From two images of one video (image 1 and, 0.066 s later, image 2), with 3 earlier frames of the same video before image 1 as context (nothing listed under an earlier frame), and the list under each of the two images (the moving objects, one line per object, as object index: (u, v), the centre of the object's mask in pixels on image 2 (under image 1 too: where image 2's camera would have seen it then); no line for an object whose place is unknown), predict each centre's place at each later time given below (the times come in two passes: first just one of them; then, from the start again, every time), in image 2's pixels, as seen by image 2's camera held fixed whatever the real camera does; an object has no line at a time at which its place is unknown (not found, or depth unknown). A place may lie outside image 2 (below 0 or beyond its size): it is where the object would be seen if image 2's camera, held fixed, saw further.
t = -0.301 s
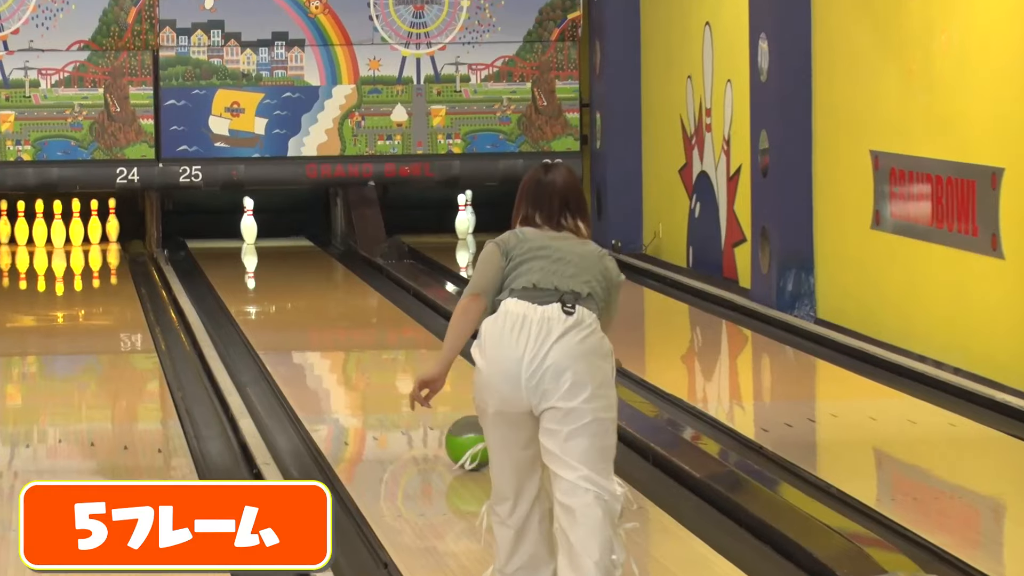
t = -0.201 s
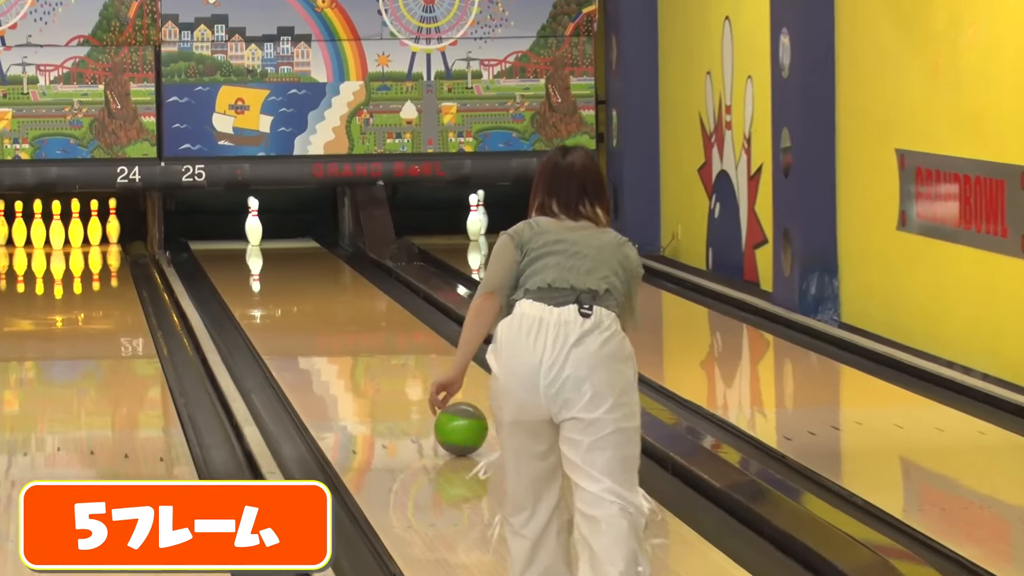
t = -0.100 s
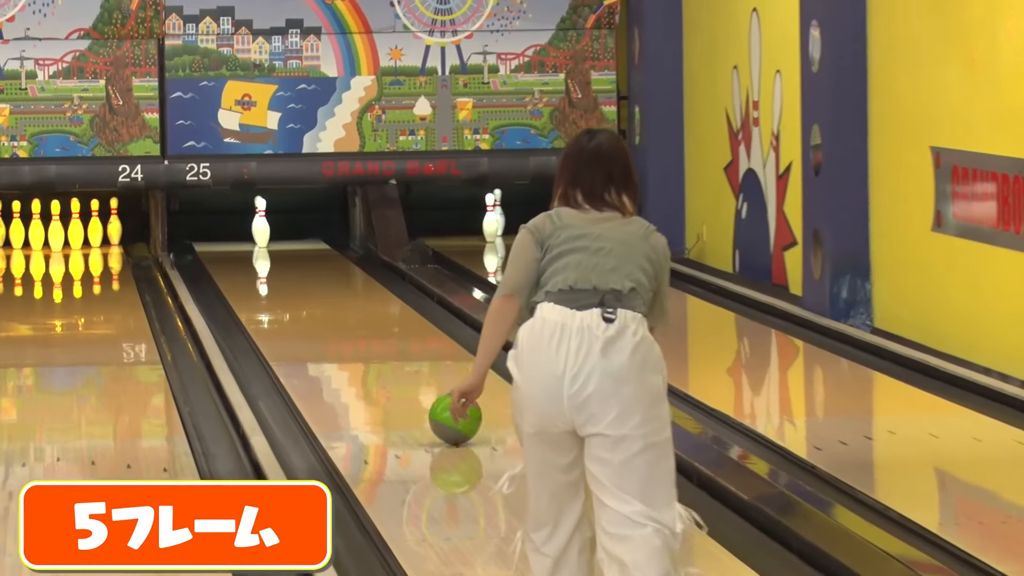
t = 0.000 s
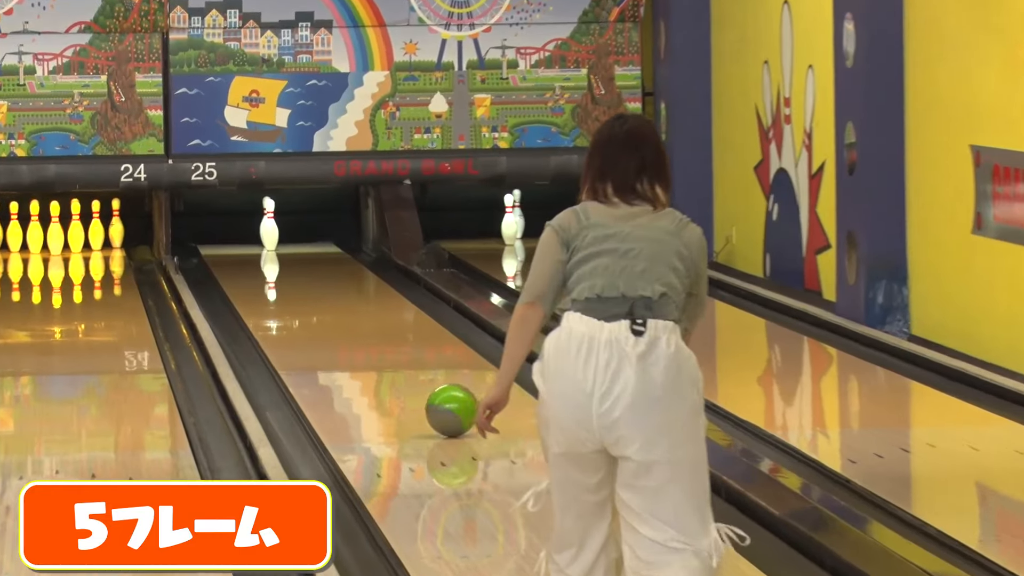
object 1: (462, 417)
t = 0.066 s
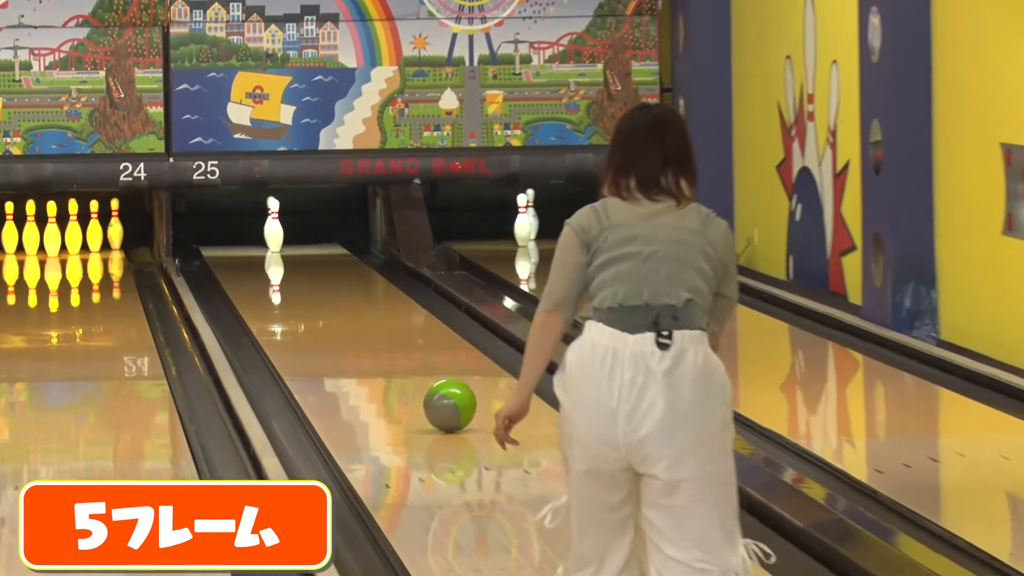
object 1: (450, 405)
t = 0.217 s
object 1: (424, 379)
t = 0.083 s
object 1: (447, 402)
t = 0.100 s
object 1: (444, 399)
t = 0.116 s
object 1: (441, 396)
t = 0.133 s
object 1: (438, 393)
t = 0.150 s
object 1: (435, 391)
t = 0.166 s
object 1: (432, 388)
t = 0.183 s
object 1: (429, 384)
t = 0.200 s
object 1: (426, 382)
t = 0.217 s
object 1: (424, 379)
